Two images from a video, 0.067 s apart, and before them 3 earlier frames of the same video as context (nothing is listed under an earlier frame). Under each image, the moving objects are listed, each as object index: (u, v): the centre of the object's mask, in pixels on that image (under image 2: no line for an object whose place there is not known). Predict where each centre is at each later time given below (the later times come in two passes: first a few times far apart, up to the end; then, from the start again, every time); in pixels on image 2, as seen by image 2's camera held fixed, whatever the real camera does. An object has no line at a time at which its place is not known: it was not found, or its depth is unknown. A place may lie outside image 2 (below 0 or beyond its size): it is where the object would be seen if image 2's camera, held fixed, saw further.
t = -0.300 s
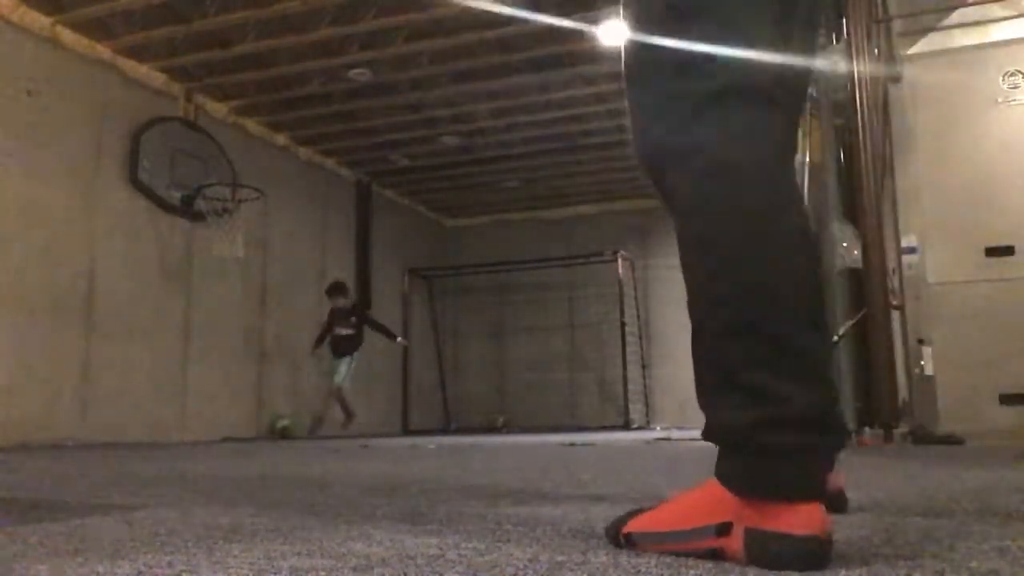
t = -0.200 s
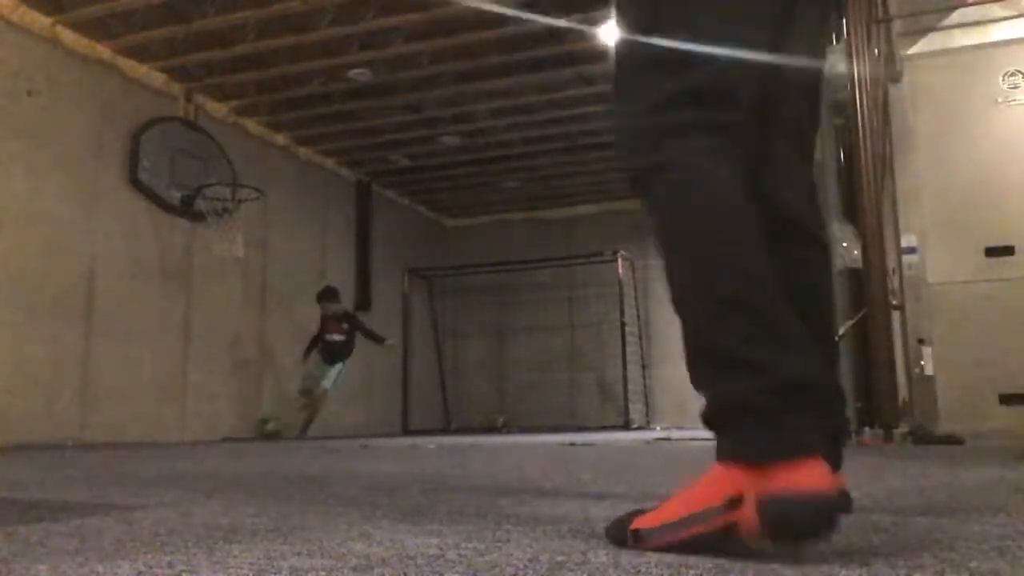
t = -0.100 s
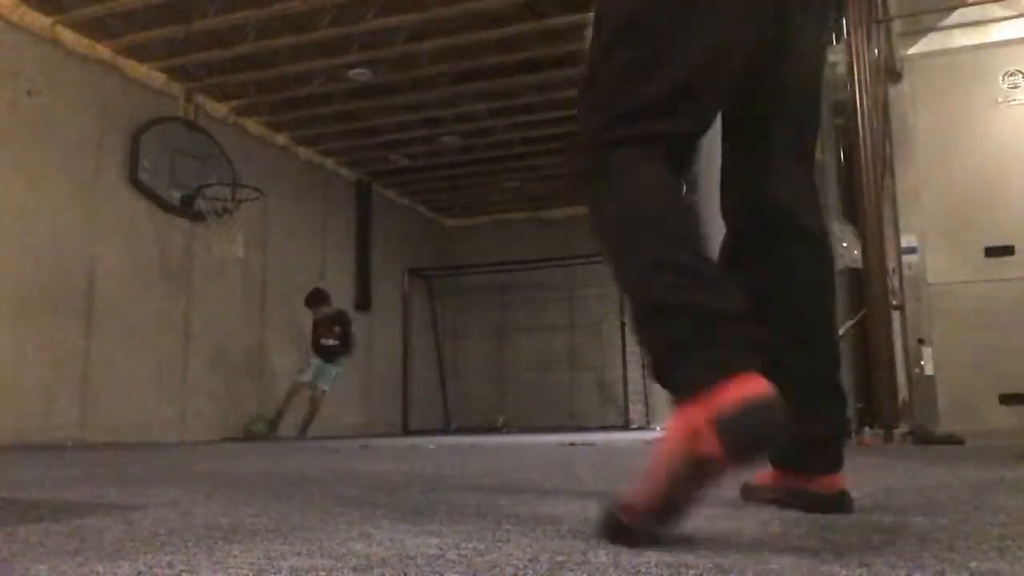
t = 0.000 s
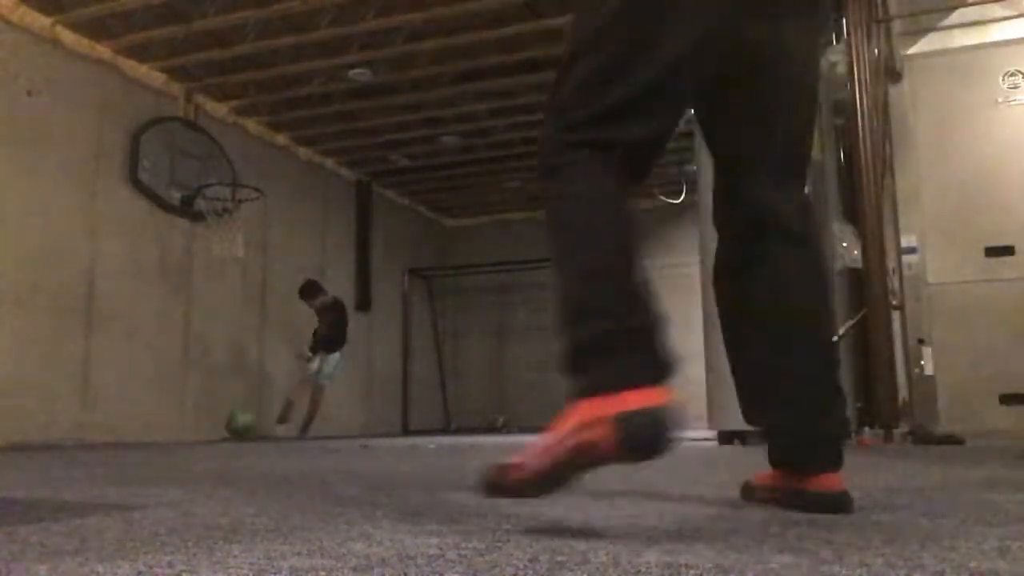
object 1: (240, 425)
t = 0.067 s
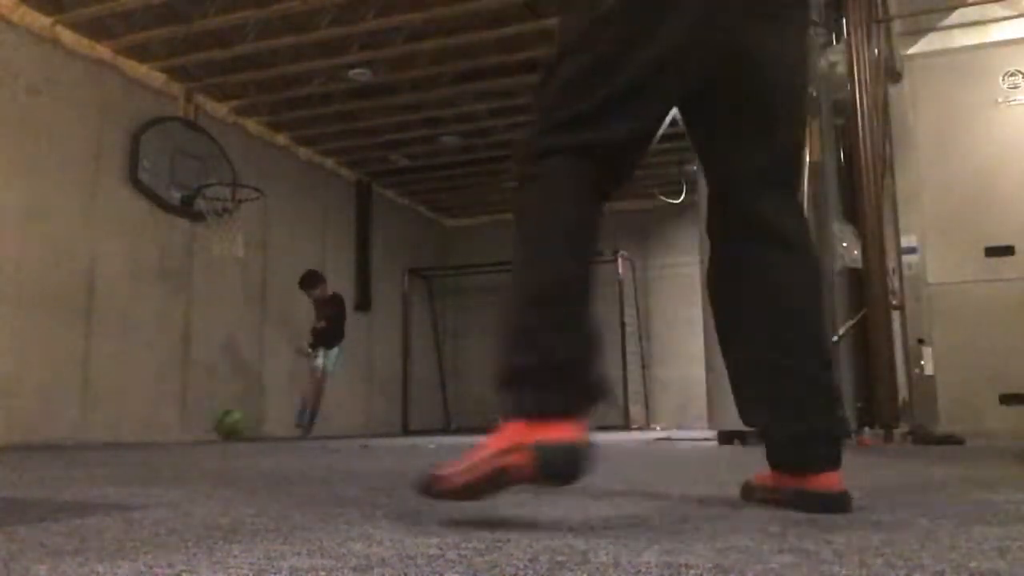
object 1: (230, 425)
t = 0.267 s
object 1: (190, 427)
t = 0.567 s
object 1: (96, 431)
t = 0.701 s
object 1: (24, 427)
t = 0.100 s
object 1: (223, 425)
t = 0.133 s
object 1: (218, 427)
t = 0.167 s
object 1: (212, 426)
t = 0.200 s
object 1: (204, 424)
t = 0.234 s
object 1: (197, 425)
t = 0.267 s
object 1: (190, 427)
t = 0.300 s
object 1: (184, 428)
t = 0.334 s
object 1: (173, 423)
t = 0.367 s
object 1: (167, 425)
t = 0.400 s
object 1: (159, 427)
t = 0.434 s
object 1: (147, 427)
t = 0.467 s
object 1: (135, 430)
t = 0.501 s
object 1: (122, 429)
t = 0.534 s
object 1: (109, 432)
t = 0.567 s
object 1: (96, 431)
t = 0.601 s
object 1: (77, 431)
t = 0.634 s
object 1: (56, 431)
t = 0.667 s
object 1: (36, 431)
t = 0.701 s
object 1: (24, 427)
